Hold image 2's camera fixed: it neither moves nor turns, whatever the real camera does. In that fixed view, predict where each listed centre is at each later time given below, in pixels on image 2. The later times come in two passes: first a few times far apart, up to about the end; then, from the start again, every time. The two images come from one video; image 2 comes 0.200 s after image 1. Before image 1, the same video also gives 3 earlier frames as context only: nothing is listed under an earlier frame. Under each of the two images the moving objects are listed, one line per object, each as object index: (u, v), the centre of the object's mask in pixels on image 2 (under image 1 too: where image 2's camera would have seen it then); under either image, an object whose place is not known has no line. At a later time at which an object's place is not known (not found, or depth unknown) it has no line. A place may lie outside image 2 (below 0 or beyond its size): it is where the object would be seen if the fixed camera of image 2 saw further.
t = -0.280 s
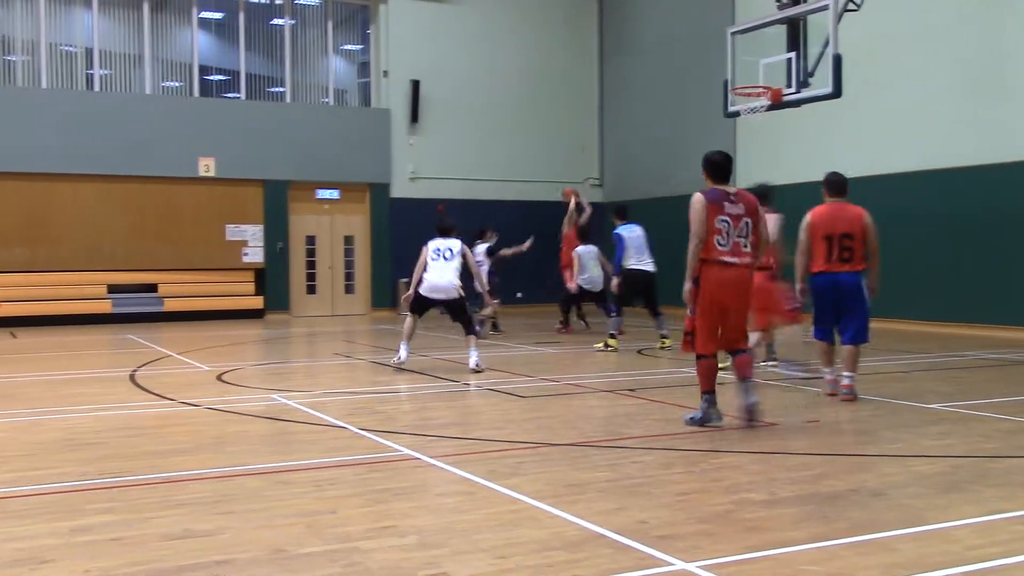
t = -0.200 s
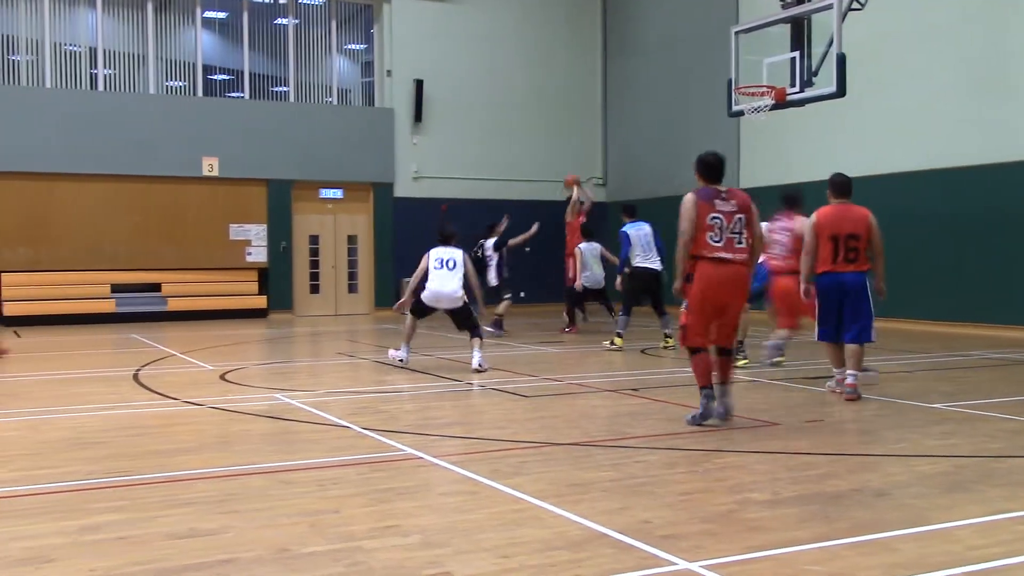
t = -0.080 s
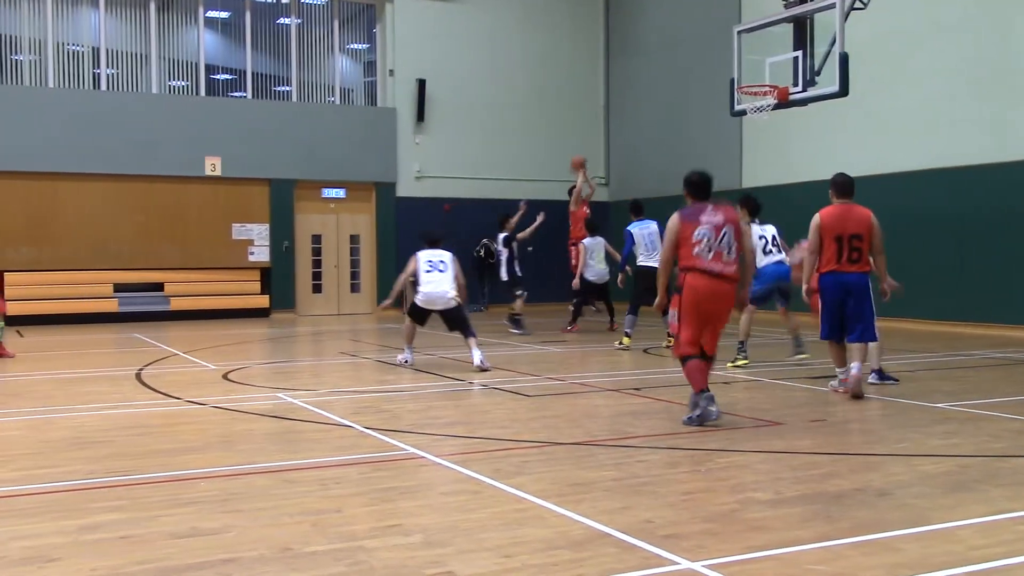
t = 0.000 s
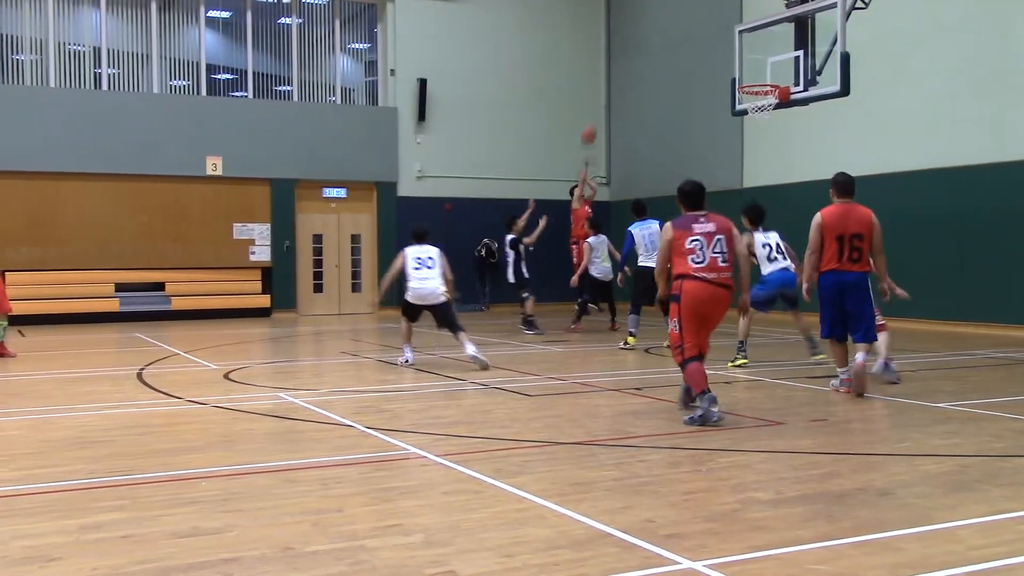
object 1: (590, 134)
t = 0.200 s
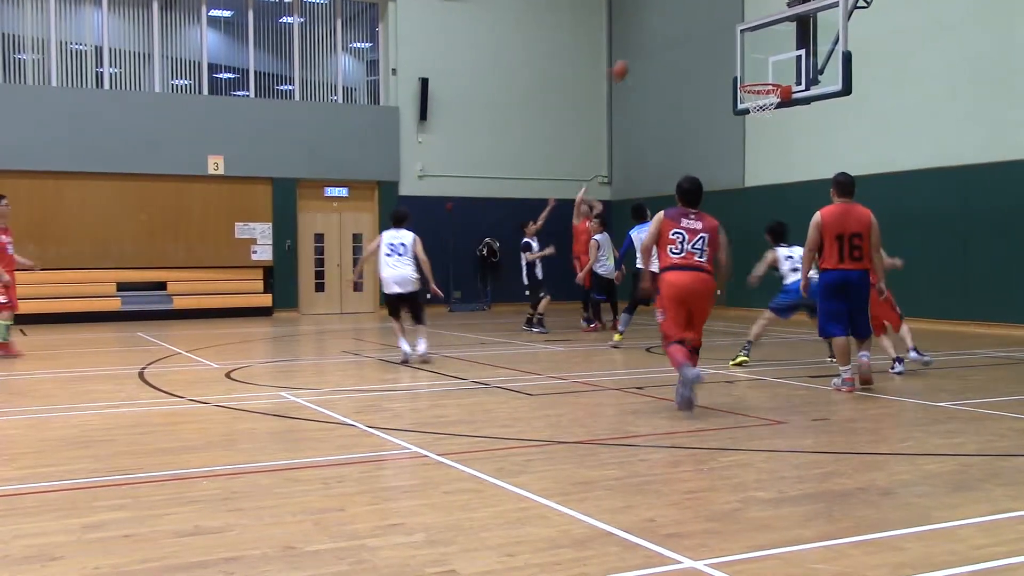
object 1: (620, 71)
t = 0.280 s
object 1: (632, 51)
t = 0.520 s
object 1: (673, 18)
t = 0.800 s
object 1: (725, 32)
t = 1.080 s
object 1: (766, 103)
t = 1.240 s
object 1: (745, 147)
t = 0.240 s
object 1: (626, 60)
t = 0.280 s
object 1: (632, 51)
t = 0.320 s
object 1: (639, 43)
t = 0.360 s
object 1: (646, 36)
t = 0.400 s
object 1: (653, 28)
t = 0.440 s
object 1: (659, 24)
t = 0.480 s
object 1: (666, 20)
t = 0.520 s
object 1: (673, 18)
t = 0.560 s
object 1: (681, 17)
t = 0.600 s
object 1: (687, 16)
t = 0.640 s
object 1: (695, 16)
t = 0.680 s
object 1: (703, 18)
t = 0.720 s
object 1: (710, 21)
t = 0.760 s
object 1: (718, 26)
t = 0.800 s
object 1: (725, 32)
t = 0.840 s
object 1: (734, 40)
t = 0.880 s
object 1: (743, 49)
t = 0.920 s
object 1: (751, 59)
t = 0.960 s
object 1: (759, 71)
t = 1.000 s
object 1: (769, 79)
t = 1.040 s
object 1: (769, 96)
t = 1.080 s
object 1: (766, 103)
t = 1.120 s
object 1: (759, 113)
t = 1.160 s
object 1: (755, 123)
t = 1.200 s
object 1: (750, 134)
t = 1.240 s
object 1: (745, 147)
